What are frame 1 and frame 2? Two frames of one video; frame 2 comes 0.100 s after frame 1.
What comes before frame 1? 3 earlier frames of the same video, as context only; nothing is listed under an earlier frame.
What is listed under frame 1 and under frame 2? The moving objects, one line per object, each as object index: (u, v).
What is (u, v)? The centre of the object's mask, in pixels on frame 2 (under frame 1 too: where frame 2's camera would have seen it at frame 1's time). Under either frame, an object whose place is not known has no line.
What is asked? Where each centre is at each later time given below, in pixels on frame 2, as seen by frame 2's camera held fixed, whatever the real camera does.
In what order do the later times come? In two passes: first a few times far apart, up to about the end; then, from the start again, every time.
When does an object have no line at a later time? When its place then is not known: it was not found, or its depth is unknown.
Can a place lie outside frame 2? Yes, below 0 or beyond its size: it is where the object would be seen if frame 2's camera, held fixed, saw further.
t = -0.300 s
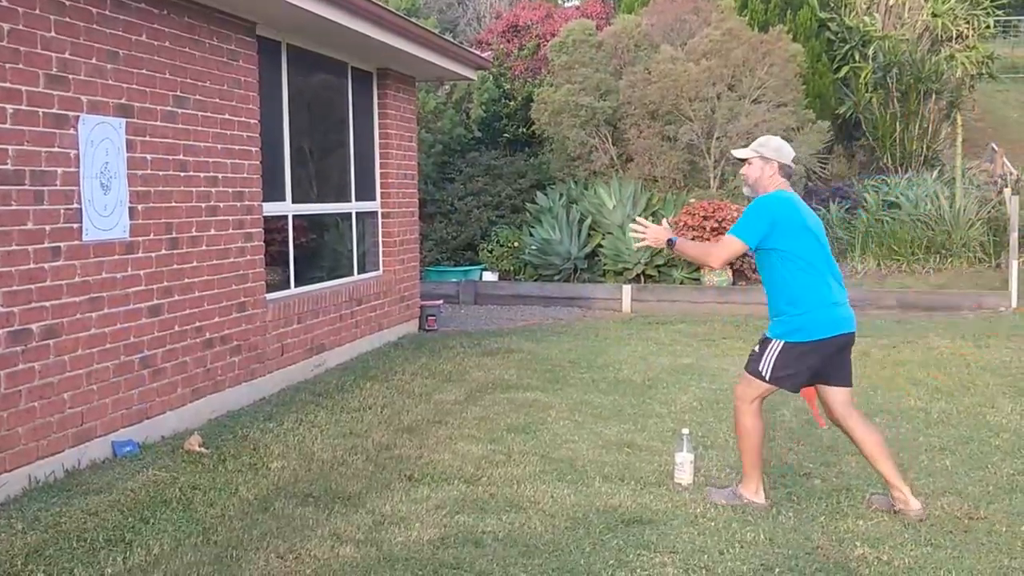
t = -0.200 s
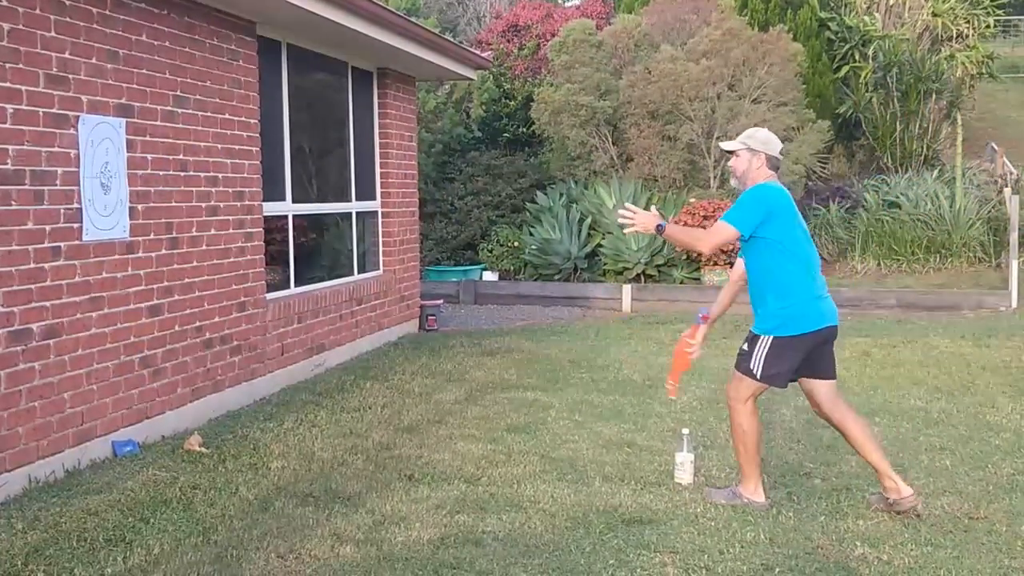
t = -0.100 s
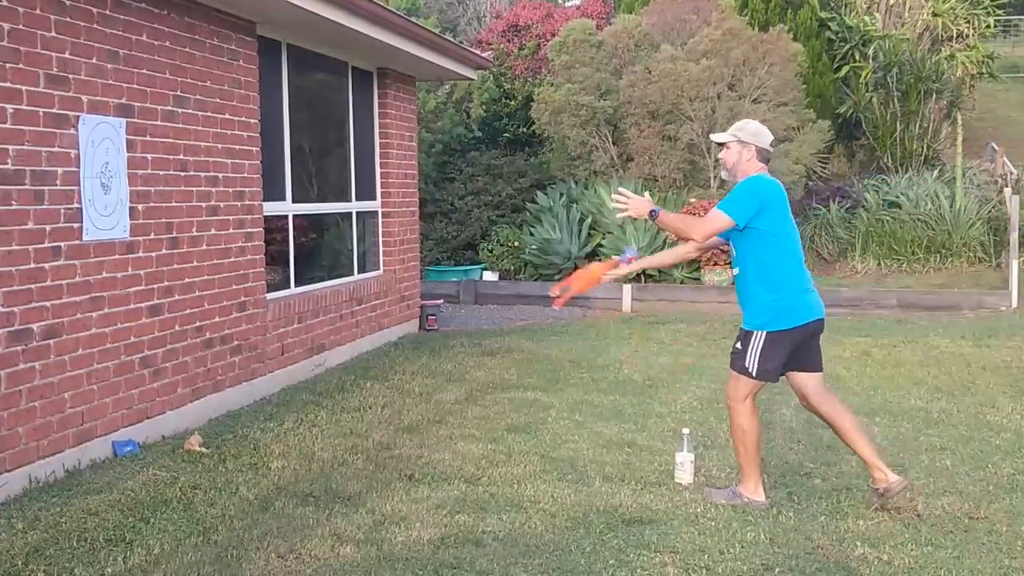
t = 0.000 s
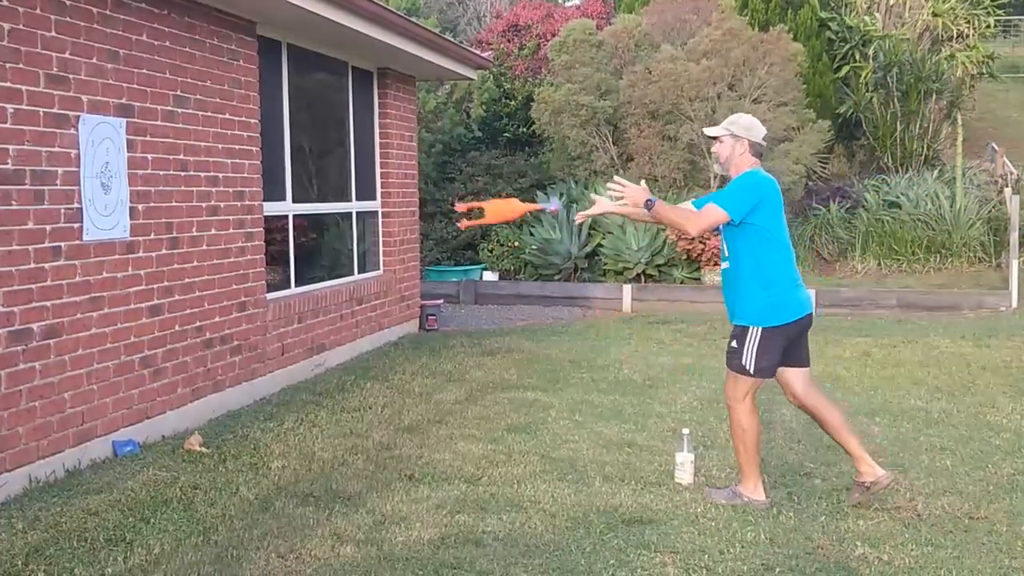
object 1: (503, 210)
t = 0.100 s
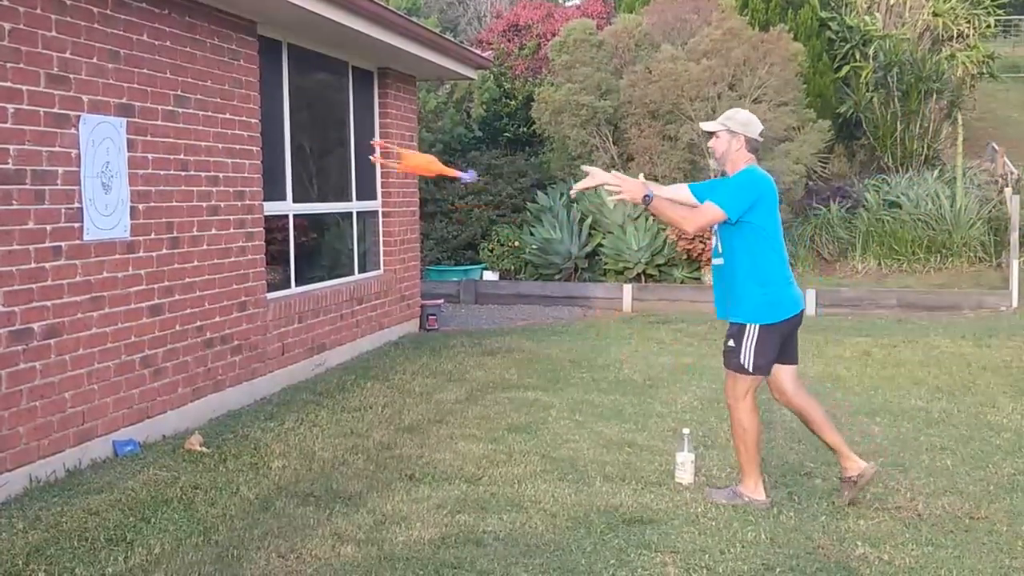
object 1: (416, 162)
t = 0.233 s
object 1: (308, 131)
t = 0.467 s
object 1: (129, 167)
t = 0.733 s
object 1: (140, 206)
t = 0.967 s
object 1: (183, 366)
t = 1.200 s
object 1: (187, 450)
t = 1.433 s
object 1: (147, 473)
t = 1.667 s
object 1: (139, 481)
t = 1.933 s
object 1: (145, 486)
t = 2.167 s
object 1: (143, 486)
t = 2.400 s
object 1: (144, 487)
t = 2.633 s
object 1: (145, 487)
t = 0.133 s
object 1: (389, 151)
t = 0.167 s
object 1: (361, 142)
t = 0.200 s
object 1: (333, 134)
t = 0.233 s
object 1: (308, 131)
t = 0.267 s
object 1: (283, 131)
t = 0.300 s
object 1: (256, 131)
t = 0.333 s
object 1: (229, 133)
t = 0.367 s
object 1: (203, 136)
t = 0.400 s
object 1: (178, 146)
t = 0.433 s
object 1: (153, 151)
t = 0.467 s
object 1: (129, 167)
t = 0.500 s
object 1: (116, 169)
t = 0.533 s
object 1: (114, 169)
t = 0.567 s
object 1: (119, 170)
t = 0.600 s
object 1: (122, 171)
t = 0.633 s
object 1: (130, 179)
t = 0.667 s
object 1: (133, 185)
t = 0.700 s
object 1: (137, 194)
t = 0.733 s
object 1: (140, 206)
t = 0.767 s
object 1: (152, 223)
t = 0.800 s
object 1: (157, 241)
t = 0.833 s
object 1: (162, 261)
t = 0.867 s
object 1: (165, 282)
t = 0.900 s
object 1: (177, 311)
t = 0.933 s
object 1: (180, 337)
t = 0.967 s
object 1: (183, 366)
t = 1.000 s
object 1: (192, 400)
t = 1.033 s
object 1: (200, 437)
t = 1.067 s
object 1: (201, 472)
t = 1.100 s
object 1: (203, 475)
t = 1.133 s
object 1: (198, 465)
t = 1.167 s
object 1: (193, 456)
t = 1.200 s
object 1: (187, 450)
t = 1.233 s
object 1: (182, 447)
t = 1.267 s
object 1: (177, 446)
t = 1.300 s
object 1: (172, 446)
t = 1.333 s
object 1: (164, 449)
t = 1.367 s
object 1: (159, 455)
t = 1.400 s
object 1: (152, 463)
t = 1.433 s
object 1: (147, 473)
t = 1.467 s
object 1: (142, 482)
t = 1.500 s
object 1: (141, 486)
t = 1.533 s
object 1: (138, 484)
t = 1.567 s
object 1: (138, 480)
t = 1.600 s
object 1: (138, 479)
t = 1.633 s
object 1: (139, 479)
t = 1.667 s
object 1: (139, 481)
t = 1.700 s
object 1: (138, 484)
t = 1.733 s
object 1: (139, 488)
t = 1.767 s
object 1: (140, 488)
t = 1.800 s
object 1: (141, 486)
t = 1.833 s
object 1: (142, 486)
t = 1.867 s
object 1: (143, 486)
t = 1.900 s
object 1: (145, 486)
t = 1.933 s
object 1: (145, 486)
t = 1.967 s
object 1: (145, 486)
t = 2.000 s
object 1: (145, 487)
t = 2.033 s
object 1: (144, 486)
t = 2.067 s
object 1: (144, 486)
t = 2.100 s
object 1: (143, 486)
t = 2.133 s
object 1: (144, 486)
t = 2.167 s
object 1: (143, 486)
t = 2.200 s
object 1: (144, 486)
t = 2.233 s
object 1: (144, 486)
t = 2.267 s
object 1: (145, 487)
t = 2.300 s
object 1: (144, 487)
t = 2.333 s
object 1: (144, 487)
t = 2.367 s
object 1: (145, 487)
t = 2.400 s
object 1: (144, 487)
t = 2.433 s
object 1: (144, 487)
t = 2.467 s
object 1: (144, 487)
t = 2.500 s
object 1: (145, 487)
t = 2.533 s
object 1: (145, 487)
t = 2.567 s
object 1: (145, 487)
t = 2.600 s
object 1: (145, 487)
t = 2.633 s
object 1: (145, 487)
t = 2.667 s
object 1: (145, 487)
